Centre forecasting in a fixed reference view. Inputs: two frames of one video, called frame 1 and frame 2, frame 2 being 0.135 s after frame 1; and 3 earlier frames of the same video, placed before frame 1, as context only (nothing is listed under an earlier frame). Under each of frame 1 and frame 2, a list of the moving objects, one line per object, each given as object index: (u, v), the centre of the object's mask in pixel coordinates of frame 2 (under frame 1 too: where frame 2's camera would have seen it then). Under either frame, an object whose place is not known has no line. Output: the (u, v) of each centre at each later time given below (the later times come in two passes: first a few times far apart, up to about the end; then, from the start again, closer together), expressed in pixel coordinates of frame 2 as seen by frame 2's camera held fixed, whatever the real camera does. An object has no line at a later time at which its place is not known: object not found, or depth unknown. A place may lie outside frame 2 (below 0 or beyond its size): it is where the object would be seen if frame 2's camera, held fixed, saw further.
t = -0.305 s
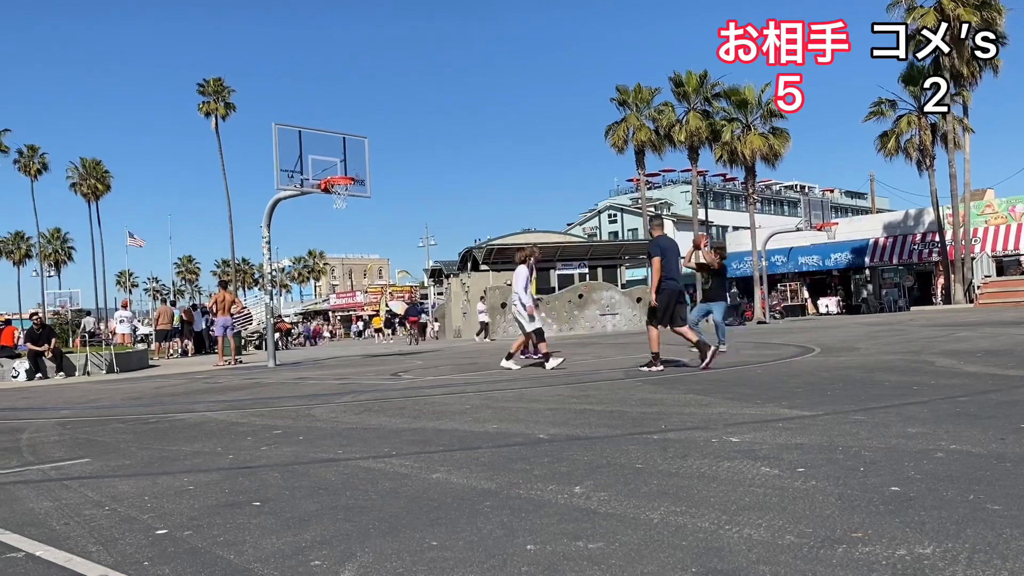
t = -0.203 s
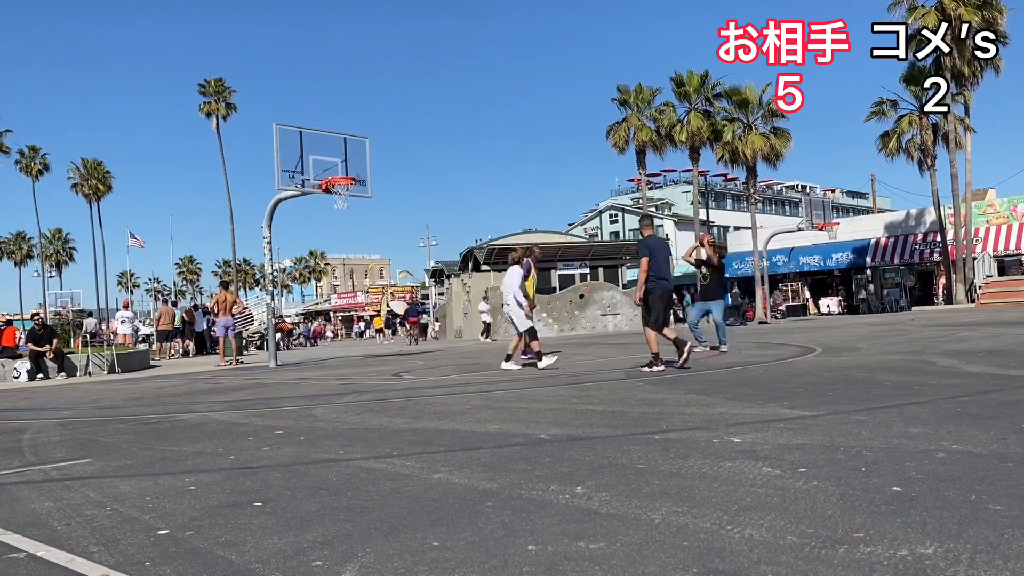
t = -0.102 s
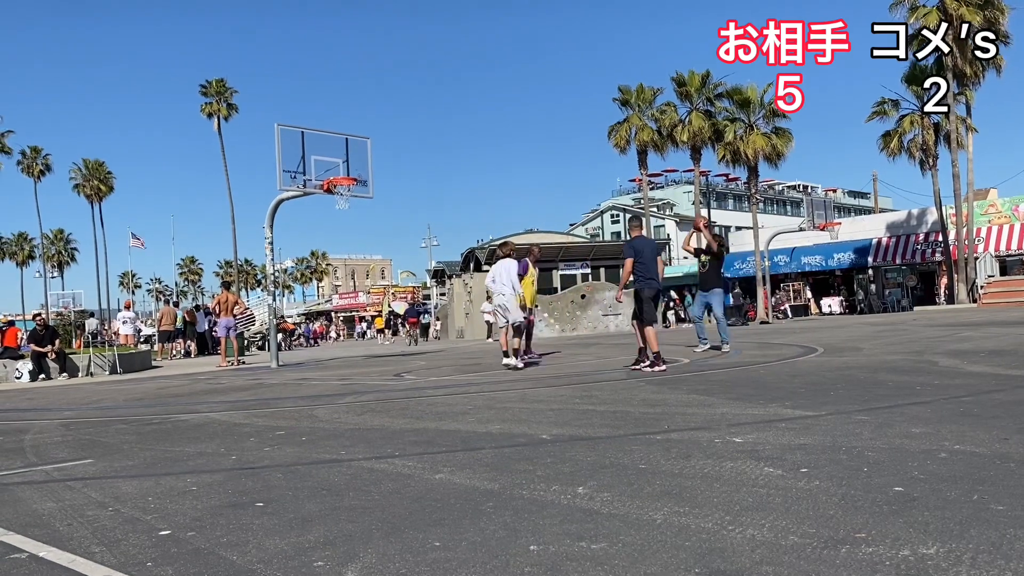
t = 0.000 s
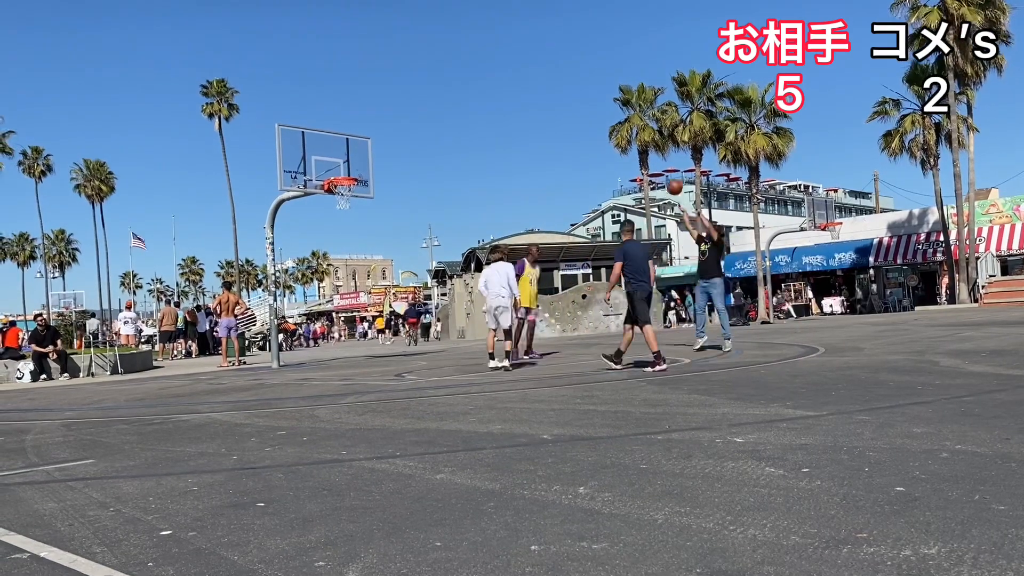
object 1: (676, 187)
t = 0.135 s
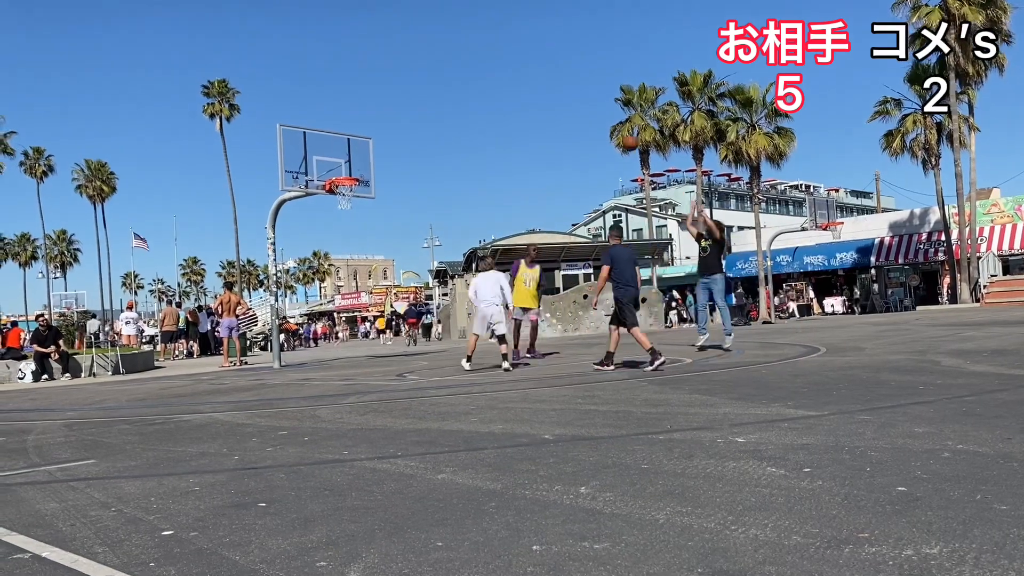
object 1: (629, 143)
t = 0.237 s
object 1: (599, 118)
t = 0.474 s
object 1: (531, 87)
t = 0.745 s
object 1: (459, 92)
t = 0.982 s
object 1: (402, 130)
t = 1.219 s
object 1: (379, 183)
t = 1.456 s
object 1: (439, 219)
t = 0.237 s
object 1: (599, 118)
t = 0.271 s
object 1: (589, 112)
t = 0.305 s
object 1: (579, 106)
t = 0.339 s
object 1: (569, 101)
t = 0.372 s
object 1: (559, 96)
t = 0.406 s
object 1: (549, 92)
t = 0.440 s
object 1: (540, 89)
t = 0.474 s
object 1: (531, 87)
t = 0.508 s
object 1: (521, 85)
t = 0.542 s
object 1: (512, 84)
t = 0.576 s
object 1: (503, 84)
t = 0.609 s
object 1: (494, 84)
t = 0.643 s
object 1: (485, 85)
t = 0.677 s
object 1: (476, 87)
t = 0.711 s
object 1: (468, 89)
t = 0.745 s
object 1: (459, 92)
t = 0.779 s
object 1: (451, 96)
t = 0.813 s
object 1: (442, 100)
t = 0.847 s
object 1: (434, 104)
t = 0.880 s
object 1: (426, 110)
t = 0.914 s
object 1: (418, 116)
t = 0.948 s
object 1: (410, 123)
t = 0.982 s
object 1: (402, 130)
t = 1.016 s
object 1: (395, 139)
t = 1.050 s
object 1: (387, 147)
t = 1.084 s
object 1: (380, 157)
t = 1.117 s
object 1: (372, 166)
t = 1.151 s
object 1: (365, 176)
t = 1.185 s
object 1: (370, 180)
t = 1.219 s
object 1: (379, 183)
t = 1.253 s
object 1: (388, 187)
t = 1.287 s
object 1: (397, 191)
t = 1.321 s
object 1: (405, 195)
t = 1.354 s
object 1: (414, 200)
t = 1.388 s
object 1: (423, 207)
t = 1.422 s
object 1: (431, 213)
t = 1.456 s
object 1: (439, 219)
